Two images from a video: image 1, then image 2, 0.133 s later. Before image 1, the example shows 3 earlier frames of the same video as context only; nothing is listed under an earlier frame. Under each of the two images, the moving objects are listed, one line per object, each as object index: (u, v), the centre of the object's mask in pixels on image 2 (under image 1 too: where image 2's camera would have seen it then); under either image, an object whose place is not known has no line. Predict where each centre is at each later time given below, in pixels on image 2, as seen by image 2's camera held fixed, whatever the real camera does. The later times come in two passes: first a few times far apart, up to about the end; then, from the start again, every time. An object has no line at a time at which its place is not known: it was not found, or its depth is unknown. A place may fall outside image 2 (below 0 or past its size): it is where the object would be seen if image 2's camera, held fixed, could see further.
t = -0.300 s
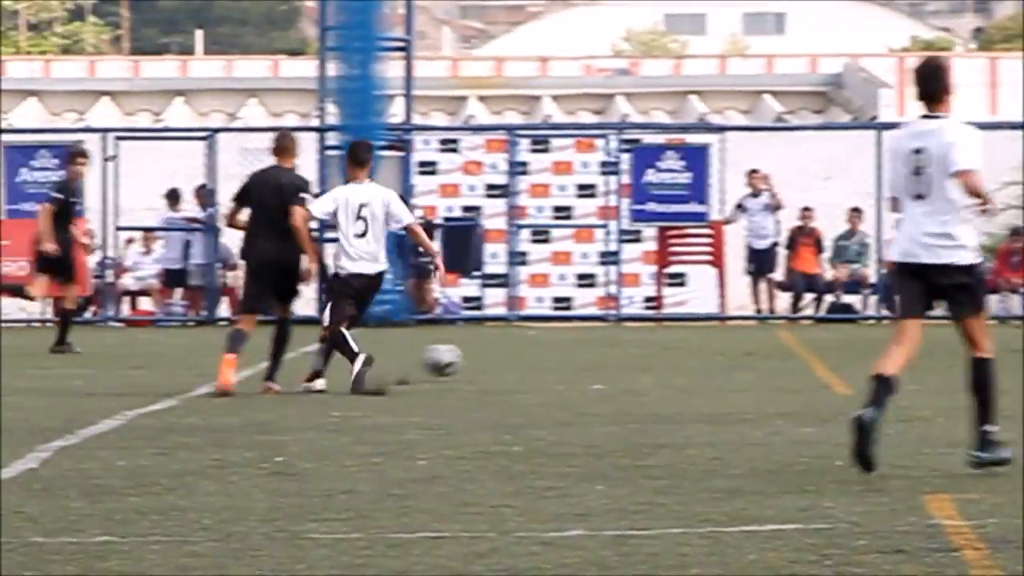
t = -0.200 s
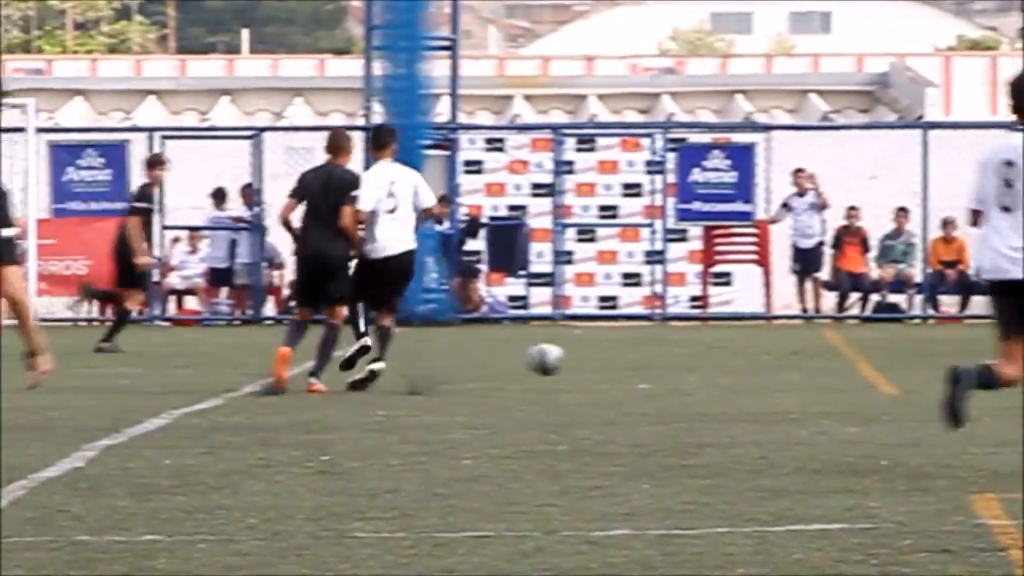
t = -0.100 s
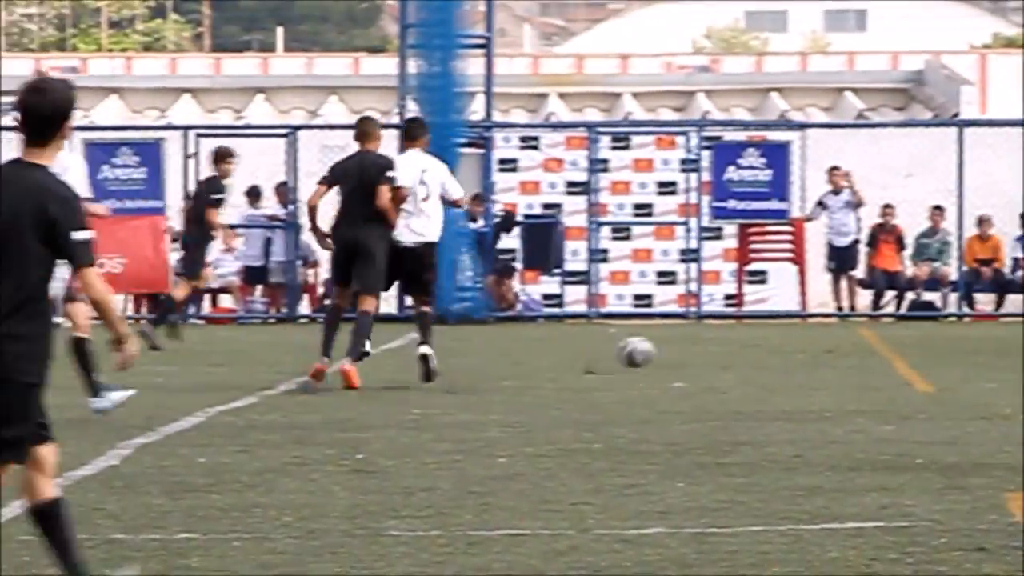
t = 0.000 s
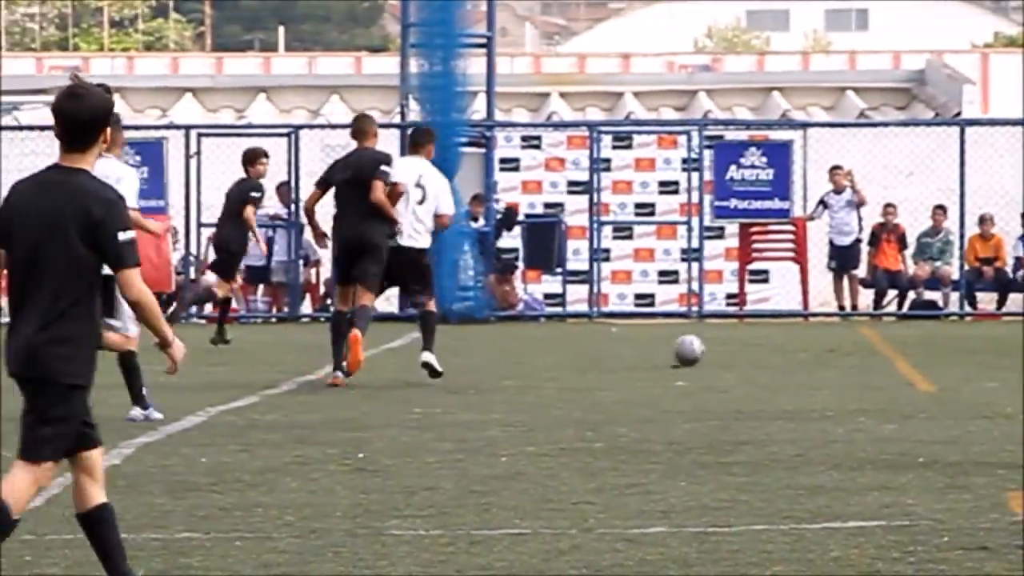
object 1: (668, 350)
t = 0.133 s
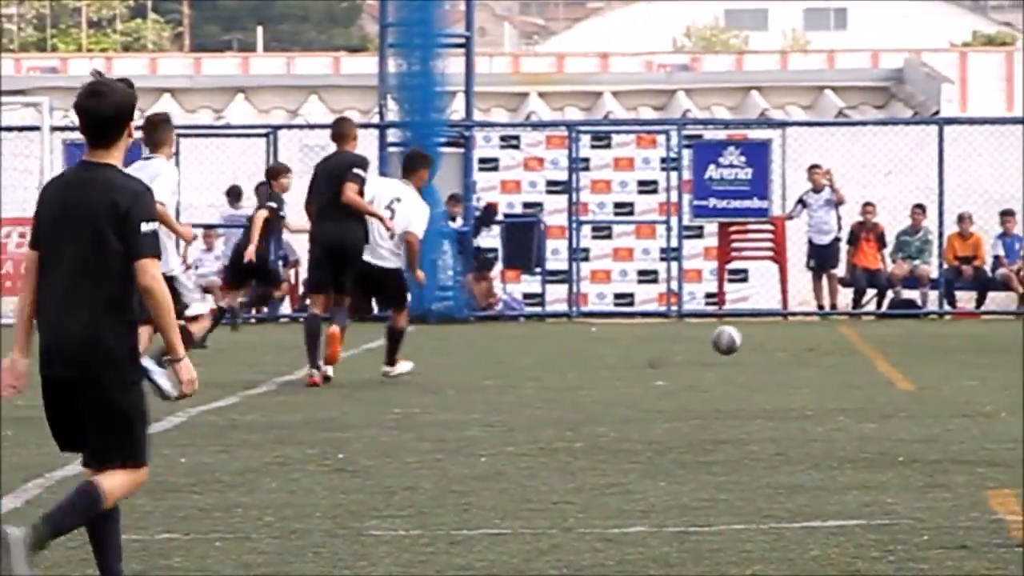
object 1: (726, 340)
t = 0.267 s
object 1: (780, 341)
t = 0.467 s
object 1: (851, 339)
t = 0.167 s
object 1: (741, 342)
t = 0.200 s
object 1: (755, 345)
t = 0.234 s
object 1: (768, 346)
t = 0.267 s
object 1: (780, 341)
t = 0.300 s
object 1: (792, 337)
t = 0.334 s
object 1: (804, 335)
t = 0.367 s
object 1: (815, 335)
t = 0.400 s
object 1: (828, 337)
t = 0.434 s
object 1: (840, 340)
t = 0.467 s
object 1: (851, 339)
